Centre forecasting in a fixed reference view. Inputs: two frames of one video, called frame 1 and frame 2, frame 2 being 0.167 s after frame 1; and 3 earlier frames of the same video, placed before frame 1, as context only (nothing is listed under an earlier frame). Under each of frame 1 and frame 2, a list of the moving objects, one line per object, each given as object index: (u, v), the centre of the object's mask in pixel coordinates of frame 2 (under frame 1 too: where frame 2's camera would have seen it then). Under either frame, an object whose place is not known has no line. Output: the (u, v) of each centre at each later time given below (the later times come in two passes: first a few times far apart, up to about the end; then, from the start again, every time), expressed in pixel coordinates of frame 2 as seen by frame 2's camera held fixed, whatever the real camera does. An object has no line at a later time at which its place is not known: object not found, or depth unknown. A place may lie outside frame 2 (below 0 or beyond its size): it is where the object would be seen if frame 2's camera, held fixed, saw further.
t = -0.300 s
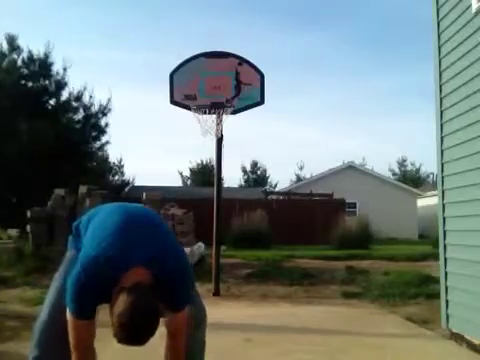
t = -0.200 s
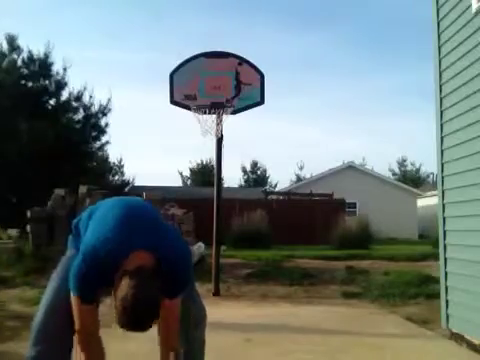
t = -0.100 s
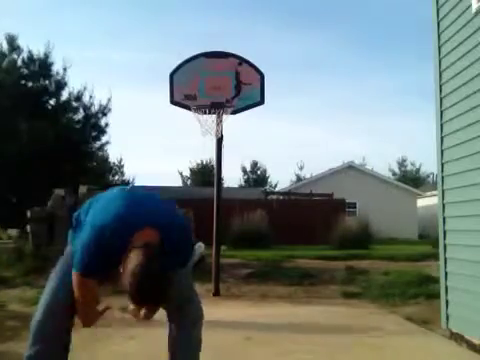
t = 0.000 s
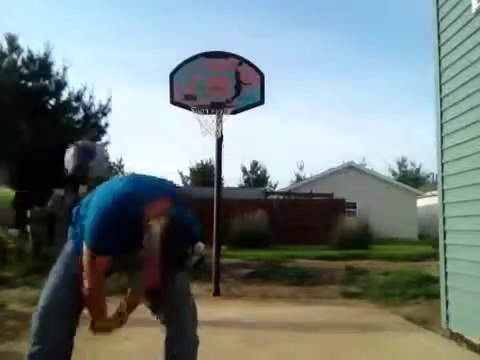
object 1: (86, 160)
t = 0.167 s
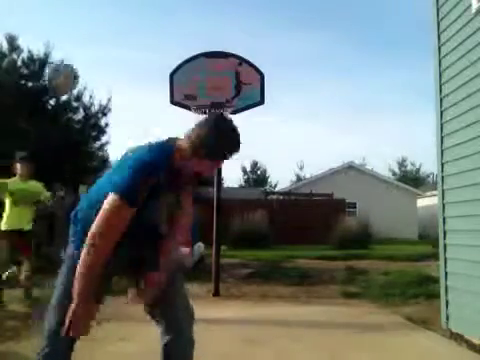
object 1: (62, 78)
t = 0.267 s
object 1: (49, 59)
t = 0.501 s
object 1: (25, 68)
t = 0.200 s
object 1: (57, 67)
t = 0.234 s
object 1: (54, 63)
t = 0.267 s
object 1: (49, 59)
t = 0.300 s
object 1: (45, 56)
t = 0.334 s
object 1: (38, 58)
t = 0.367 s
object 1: (36, 58)
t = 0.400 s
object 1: (34, 60)
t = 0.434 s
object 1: (33, 61)
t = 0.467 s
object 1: (28, 65)
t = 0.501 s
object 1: (25, 68)
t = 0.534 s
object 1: (24, 73)
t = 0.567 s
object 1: (18, 81)
